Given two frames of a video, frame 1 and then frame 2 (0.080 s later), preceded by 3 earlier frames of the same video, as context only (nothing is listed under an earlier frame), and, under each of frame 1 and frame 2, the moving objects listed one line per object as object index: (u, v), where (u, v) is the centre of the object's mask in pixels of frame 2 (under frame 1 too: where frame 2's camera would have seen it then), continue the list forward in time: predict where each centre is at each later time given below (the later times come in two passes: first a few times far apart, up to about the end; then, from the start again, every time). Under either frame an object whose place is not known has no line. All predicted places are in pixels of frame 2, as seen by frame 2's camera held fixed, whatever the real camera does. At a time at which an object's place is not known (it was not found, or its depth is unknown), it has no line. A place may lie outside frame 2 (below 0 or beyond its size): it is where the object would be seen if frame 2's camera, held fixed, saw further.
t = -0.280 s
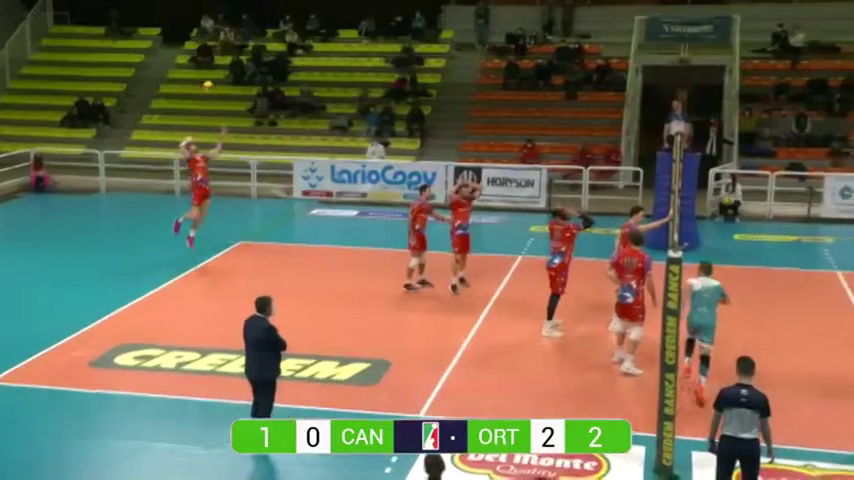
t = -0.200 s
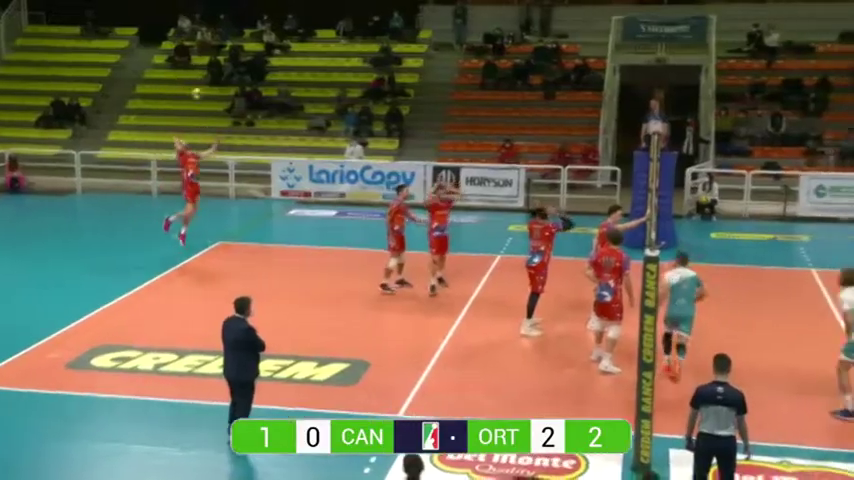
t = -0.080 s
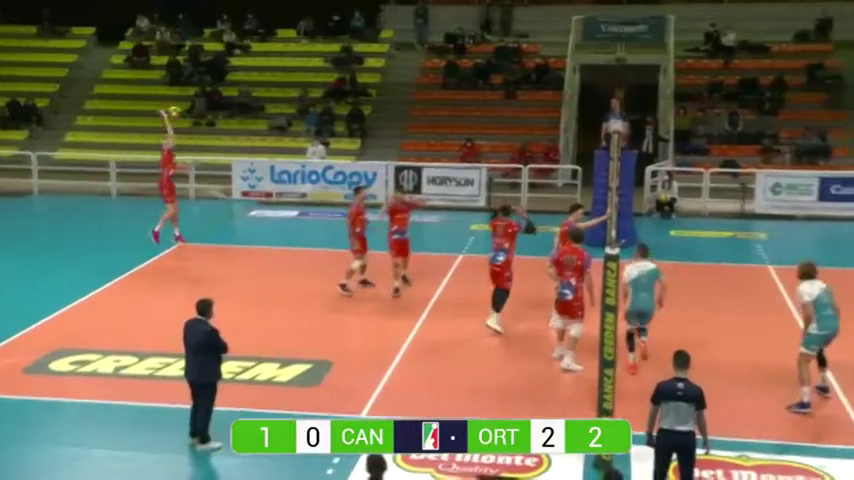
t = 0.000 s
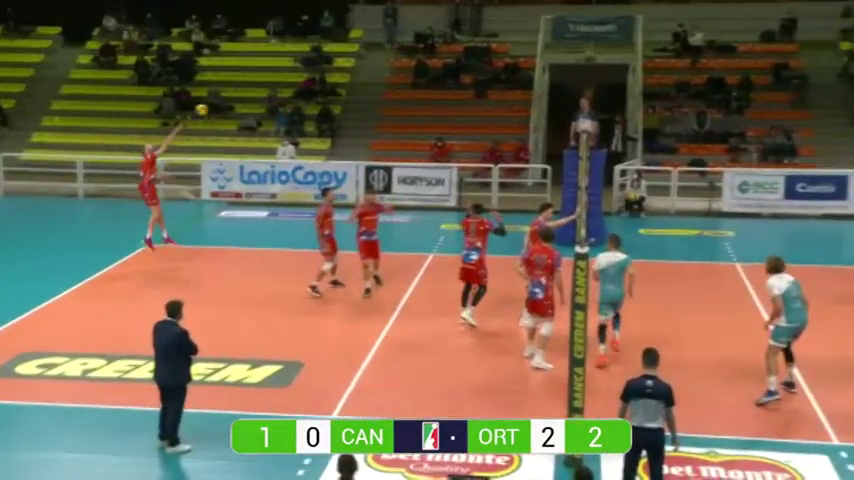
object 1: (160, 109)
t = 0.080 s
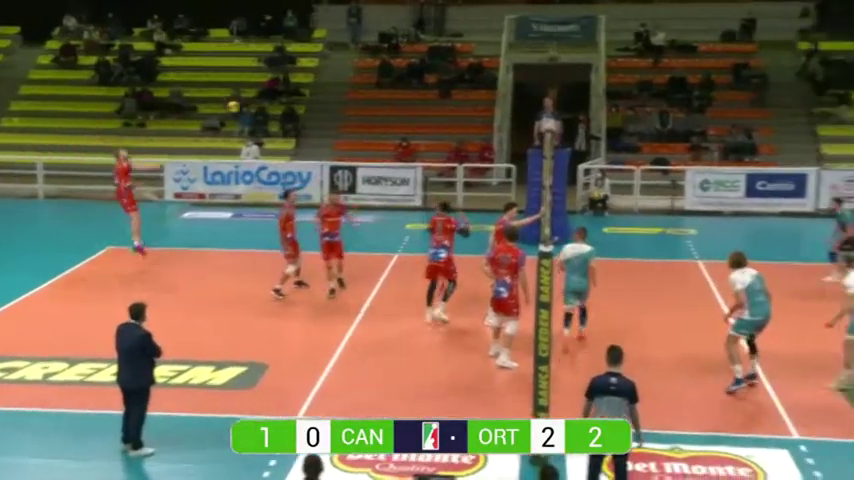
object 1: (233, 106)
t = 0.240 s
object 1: (368, 107)
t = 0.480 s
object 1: (562, 130)
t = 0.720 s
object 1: (745, 184)
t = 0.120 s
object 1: (267, 105)
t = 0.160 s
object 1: (301, 106)
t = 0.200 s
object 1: (335, 106)
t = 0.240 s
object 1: (368, 107)
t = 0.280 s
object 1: (401, 109)
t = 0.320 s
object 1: (434, 112)
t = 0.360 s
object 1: (466, 115)
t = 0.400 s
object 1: (498, 120)
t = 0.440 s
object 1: (530, 124)
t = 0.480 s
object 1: (562, 130)
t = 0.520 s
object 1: (593, 136)
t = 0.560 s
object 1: (624, 144)
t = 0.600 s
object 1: (654, 152)
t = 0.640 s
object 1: (685, 161)
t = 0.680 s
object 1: (715, 172)
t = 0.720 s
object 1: (745, 184)
